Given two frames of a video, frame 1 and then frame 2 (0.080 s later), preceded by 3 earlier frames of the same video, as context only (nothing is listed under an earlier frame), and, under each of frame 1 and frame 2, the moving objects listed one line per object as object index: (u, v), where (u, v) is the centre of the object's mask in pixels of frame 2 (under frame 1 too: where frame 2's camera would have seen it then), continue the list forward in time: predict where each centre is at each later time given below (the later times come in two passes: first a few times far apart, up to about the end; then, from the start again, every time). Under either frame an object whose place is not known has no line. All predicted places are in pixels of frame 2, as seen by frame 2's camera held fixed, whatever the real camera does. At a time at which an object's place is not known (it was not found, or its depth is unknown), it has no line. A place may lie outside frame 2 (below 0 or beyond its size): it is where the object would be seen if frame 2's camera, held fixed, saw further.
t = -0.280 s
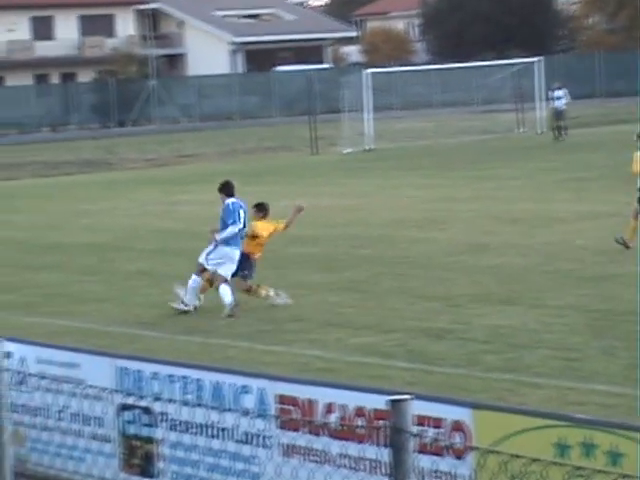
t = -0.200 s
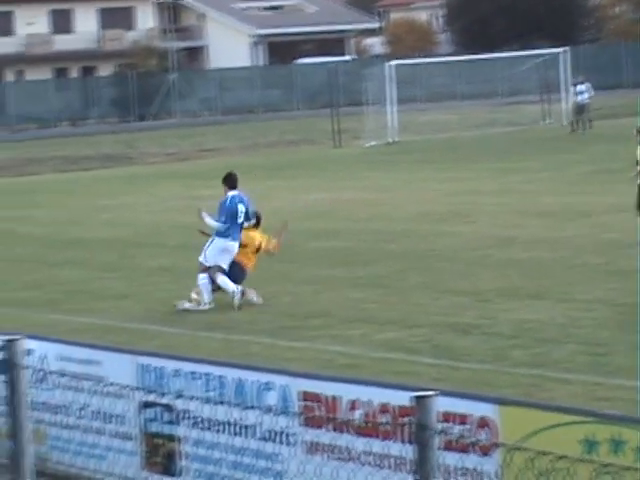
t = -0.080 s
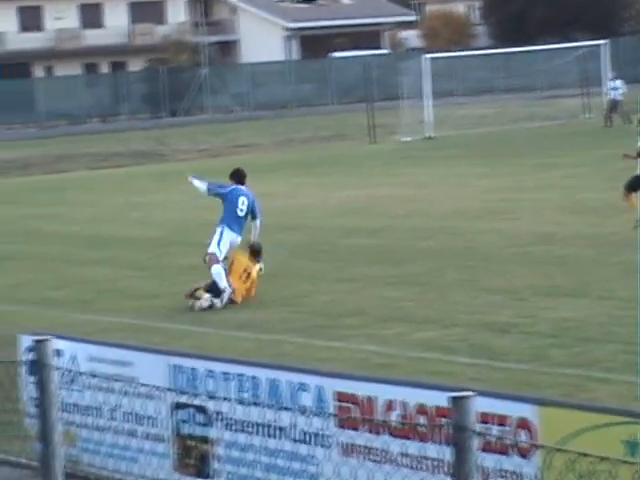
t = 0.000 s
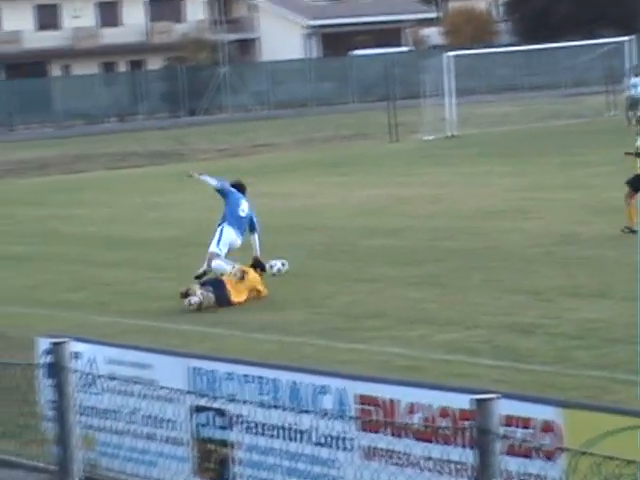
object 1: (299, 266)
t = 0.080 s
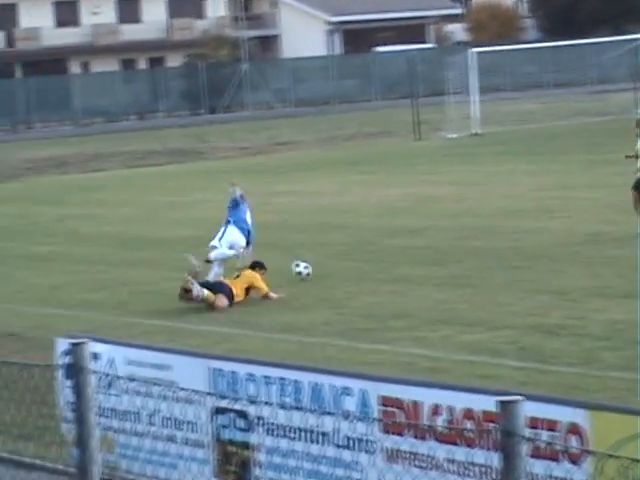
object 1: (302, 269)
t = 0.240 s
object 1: (305, 255)
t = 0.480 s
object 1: (307, 255)
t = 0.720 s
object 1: (302, 248)
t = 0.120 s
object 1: (303, 269)
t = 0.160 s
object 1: (303, 264)
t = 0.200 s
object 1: (305, 259)
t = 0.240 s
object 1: (305, 255)
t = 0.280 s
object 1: (306, 252)
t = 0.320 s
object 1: (306, 251)
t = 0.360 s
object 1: (306, 251)
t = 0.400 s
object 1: (307, 252)
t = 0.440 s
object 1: (307, 253)
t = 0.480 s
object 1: (307, 255)
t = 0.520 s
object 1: (305, 253)
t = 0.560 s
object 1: (304, 250)
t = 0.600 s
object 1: (304, 247)
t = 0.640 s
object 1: (303, 246)
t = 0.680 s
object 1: (303, 247)
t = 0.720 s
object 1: (302, 248)
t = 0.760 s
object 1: (301, 248)
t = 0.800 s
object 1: (301, 245)
